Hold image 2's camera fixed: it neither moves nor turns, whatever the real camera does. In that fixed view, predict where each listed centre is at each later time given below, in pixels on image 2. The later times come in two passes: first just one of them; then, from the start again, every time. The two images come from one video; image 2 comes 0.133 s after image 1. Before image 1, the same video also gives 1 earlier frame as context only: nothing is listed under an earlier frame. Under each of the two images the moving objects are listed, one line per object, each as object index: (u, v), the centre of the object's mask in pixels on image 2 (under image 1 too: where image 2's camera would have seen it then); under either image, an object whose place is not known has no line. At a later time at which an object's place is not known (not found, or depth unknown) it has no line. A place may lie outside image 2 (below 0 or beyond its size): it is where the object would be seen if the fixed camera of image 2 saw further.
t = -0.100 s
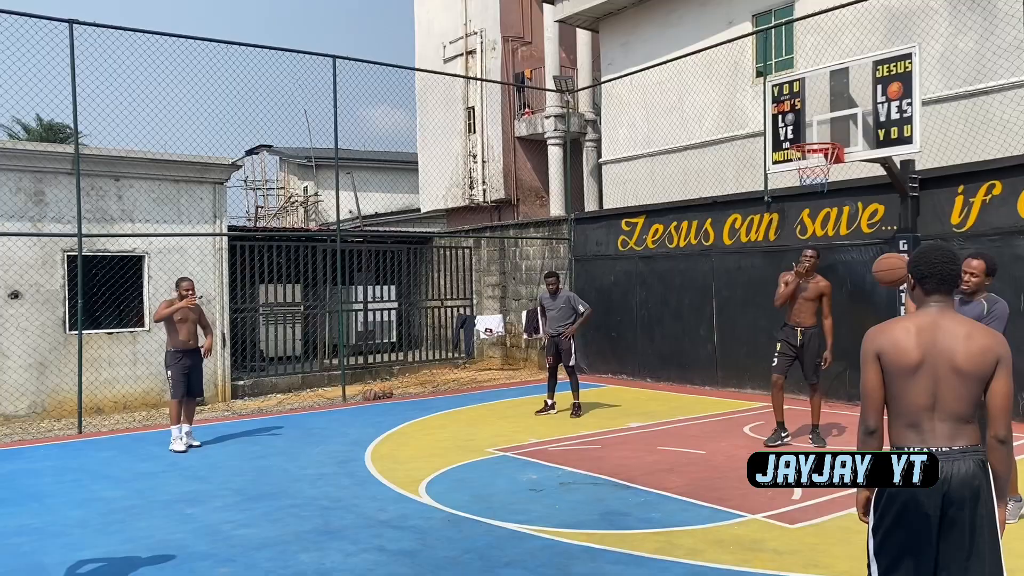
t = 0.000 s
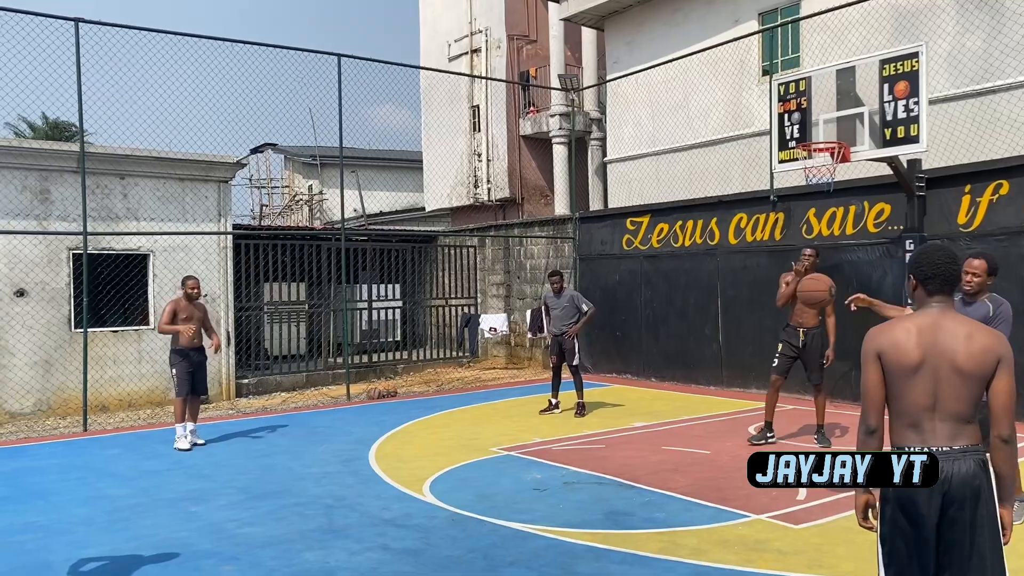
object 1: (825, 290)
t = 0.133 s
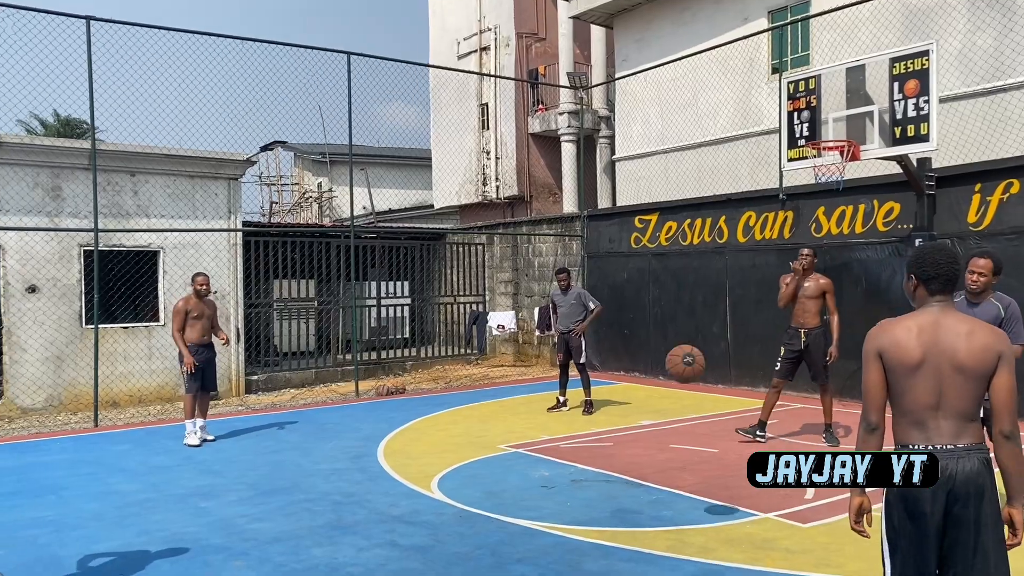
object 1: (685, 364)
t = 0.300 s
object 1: (489, 509)
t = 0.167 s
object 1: (648, 388)
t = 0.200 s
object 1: (610, 414)
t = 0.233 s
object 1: (571, 443)
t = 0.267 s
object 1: (531, 474)
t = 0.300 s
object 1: (489, 509)
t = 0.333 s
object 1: (447, 547)
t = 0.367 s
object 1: (421, 537)
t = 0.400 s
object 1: (399, 512)
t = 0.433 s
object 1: (379, 489)
